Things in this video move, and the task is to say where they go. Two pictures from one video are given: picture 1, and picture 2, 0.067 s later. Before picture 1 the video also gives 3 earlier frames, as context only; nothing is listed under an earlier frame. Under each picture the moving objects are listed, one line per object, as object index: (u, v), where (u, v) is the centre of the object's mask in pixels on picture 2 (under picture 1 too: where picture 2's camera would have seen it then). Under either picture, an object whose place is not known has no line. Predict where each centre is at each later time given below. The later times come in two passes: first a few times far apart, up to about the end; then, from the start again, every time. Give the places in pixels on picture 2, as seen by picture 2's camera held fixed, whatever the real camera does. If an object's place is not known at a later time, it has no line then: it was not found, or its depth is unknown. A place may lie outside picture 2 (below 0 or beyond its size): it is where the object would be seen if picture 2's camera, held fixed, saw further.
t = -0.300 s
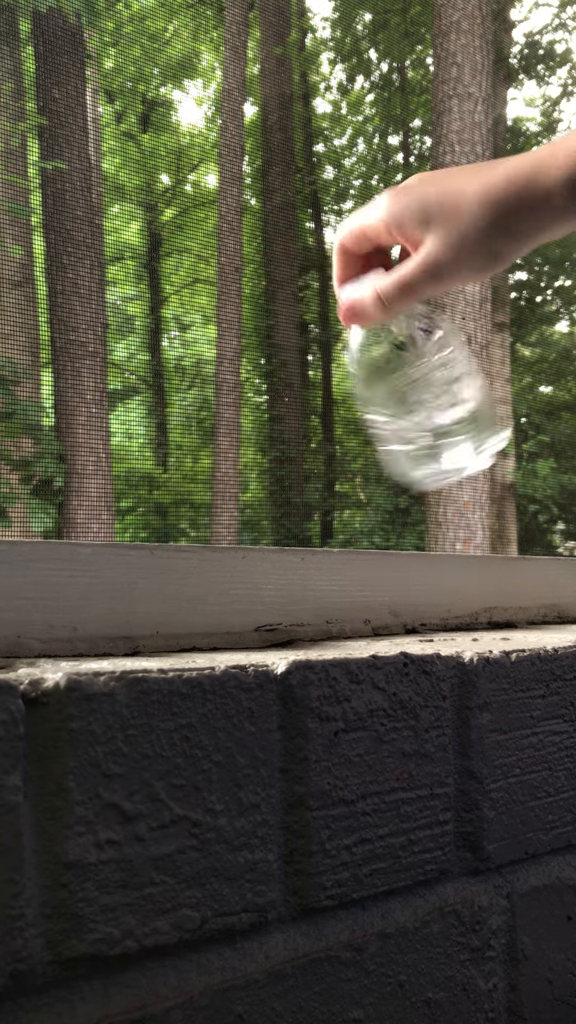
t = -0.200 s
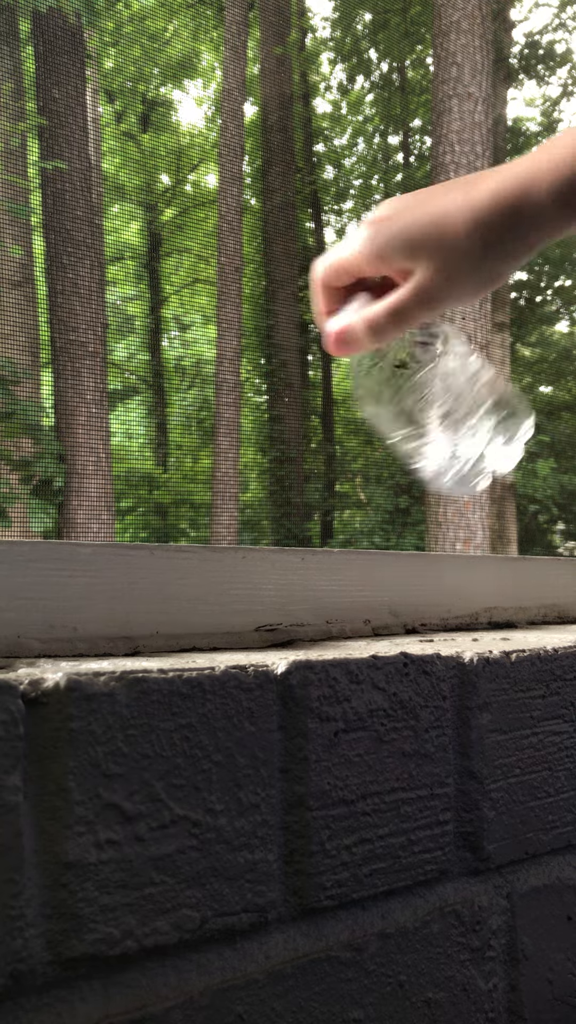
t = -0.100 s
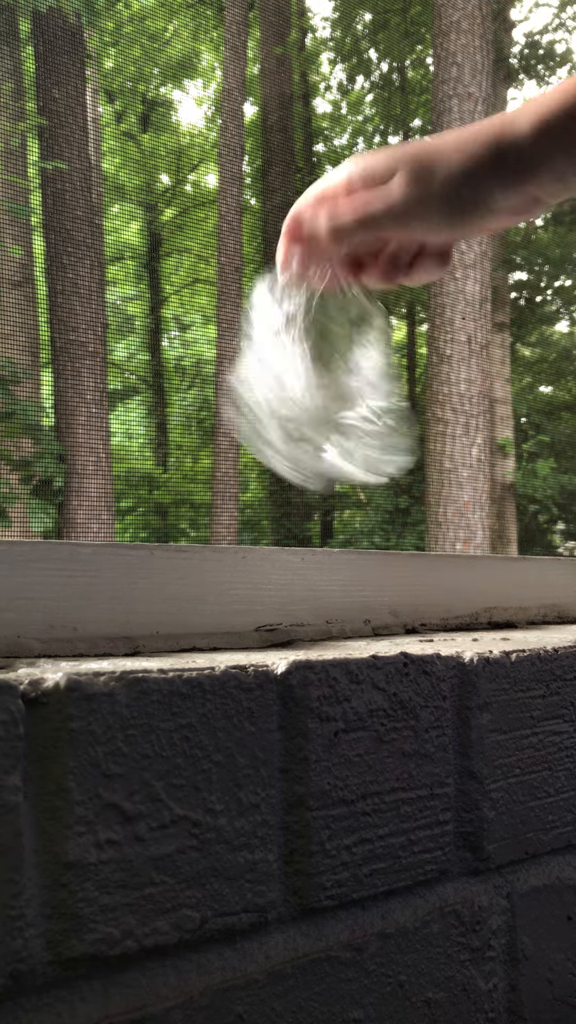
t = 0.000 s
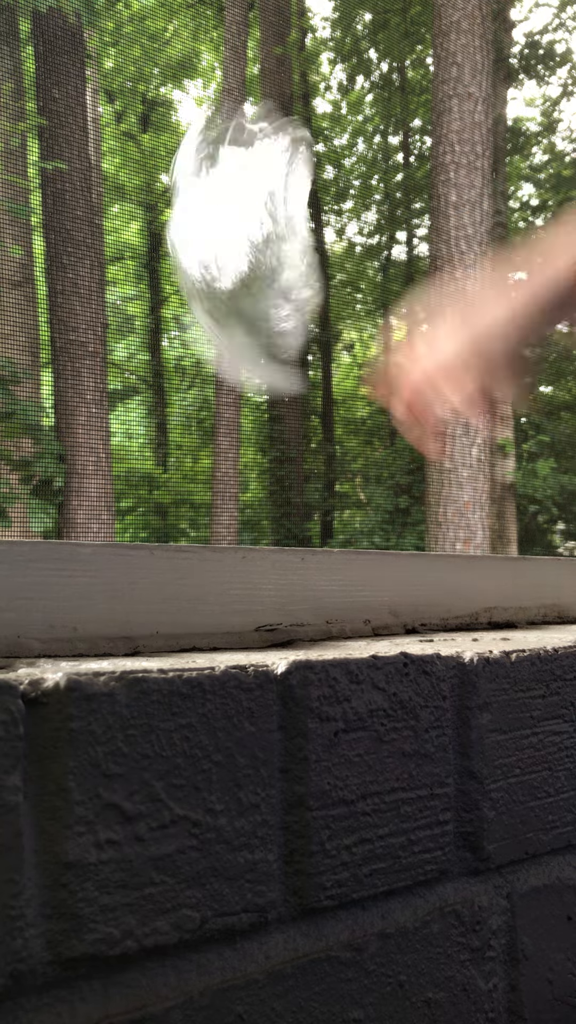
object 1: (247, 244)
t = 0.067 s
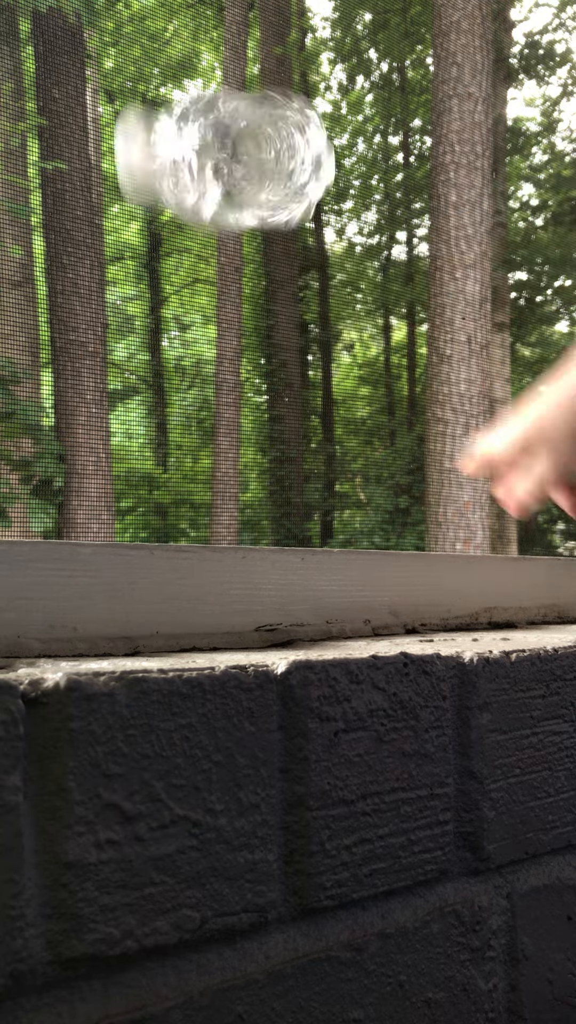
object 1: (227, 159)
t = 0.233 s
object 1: (275, 385)
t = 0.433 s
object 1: (441, 497)
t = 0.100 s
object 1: (232, 160)
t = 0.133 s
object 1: (240, 188)
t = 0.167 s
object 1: (249, 236)
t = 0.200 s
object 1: (261, 303)
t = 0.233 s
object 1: (275, 385)
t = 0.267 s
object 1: (296, 458)
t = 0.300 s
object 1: (325, 475)
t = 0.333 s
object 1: (351, 497)
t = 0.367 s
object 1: (373, 496)
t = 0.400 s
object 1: (405, 495)
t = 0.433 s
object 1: (441, 497)
